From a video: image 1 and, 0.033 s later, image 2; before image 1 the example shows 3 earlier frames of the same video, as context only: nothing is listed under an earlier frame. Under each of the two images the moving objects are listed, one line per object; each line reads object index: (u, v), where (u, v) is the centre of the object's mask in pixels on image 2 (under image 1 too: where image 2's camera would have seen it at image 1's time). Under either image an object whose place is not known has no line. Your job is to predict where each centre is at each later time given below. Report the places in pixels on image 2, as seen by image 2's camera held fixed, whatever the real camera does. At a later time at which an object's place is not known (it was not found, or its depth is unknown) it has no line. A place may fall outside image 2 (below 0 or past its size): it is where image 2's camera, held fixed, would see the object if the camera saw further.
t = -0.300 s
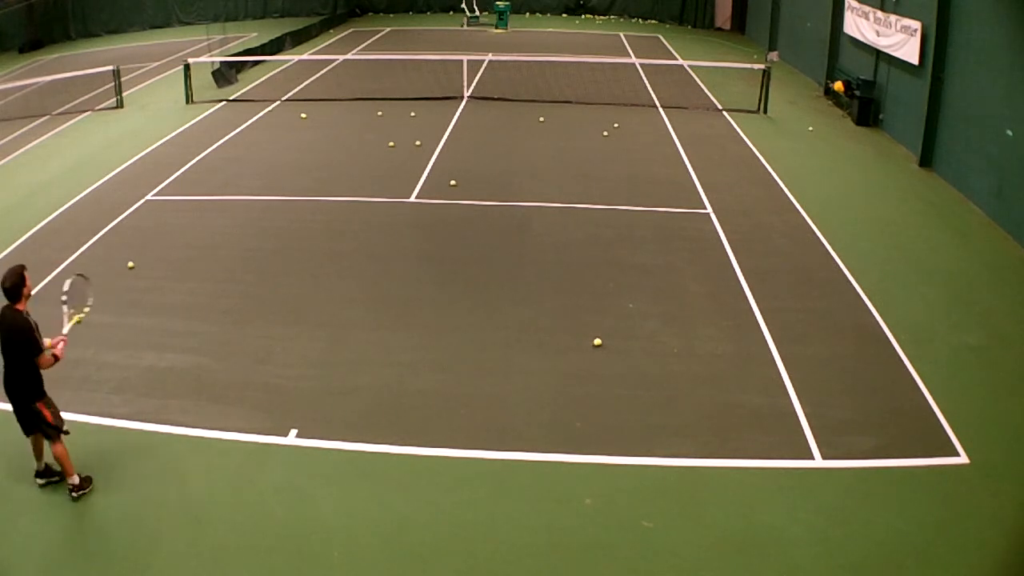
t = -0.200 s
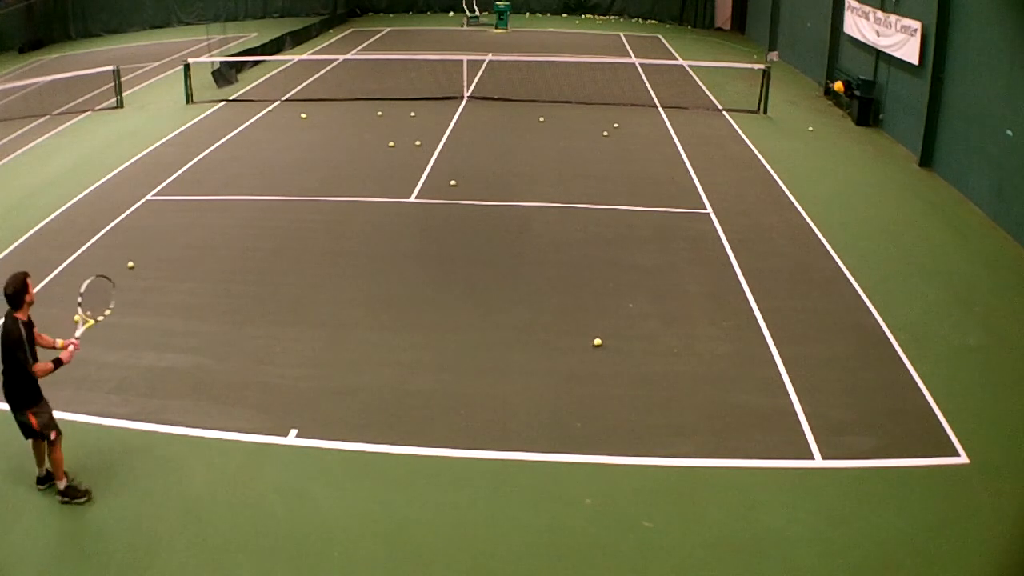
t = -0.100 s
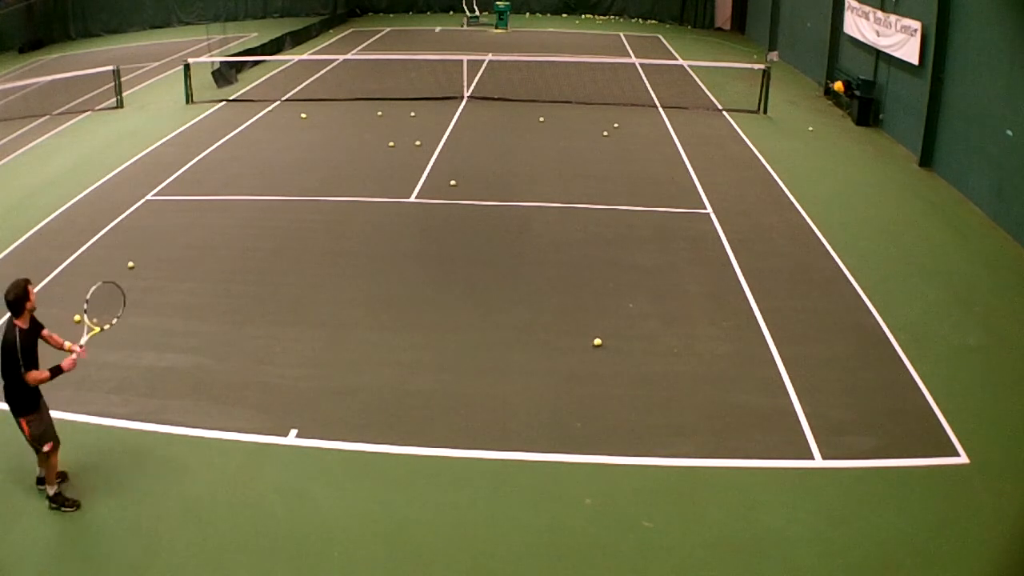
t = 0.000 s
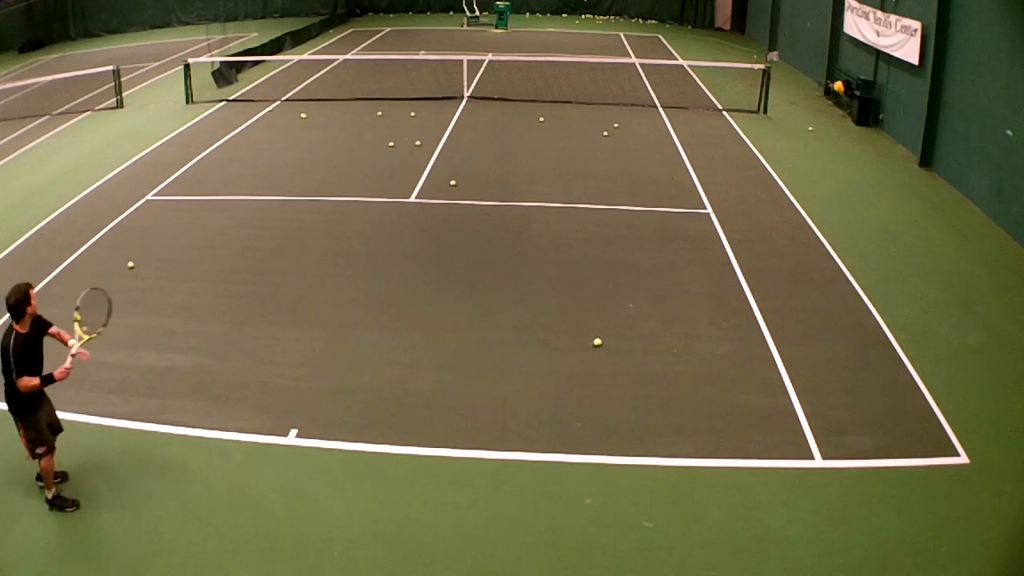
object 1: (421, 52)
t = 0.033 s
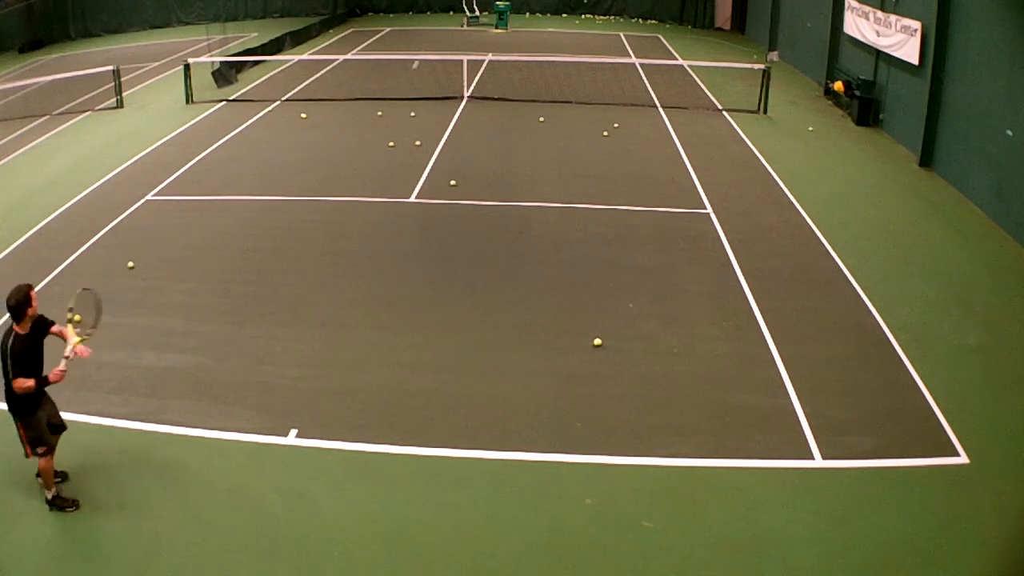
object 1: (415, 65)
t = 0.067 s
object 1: (409, 76)
